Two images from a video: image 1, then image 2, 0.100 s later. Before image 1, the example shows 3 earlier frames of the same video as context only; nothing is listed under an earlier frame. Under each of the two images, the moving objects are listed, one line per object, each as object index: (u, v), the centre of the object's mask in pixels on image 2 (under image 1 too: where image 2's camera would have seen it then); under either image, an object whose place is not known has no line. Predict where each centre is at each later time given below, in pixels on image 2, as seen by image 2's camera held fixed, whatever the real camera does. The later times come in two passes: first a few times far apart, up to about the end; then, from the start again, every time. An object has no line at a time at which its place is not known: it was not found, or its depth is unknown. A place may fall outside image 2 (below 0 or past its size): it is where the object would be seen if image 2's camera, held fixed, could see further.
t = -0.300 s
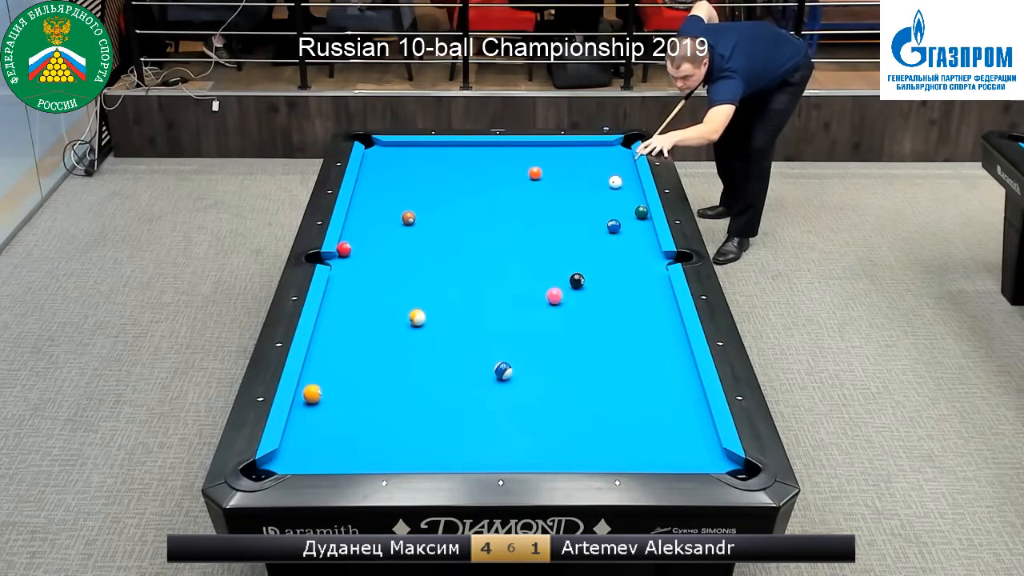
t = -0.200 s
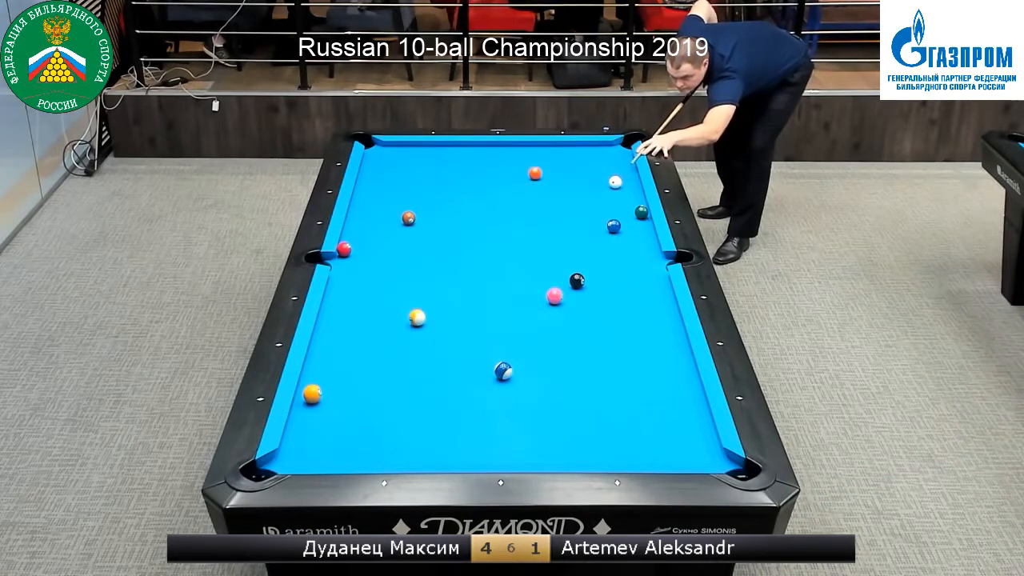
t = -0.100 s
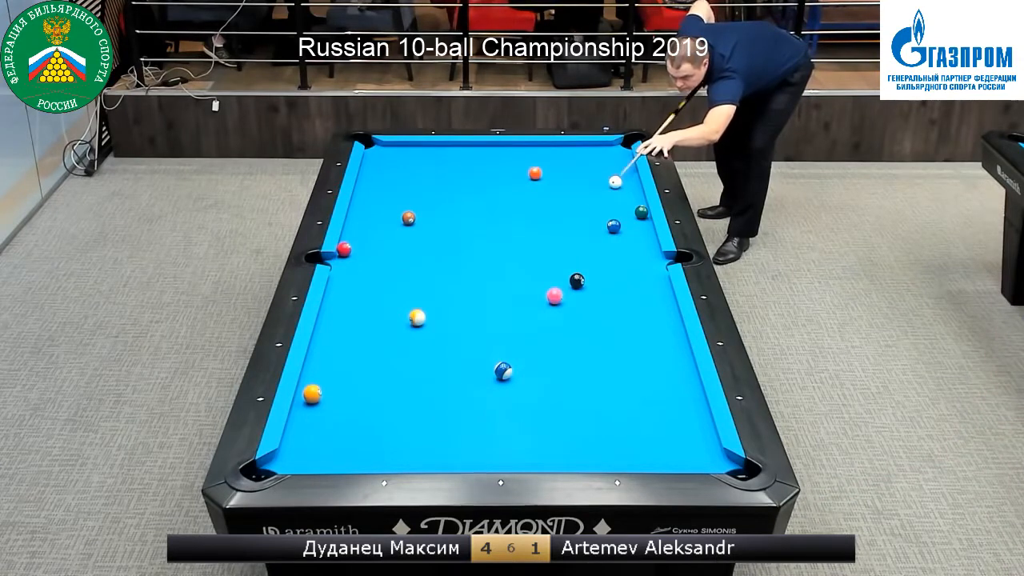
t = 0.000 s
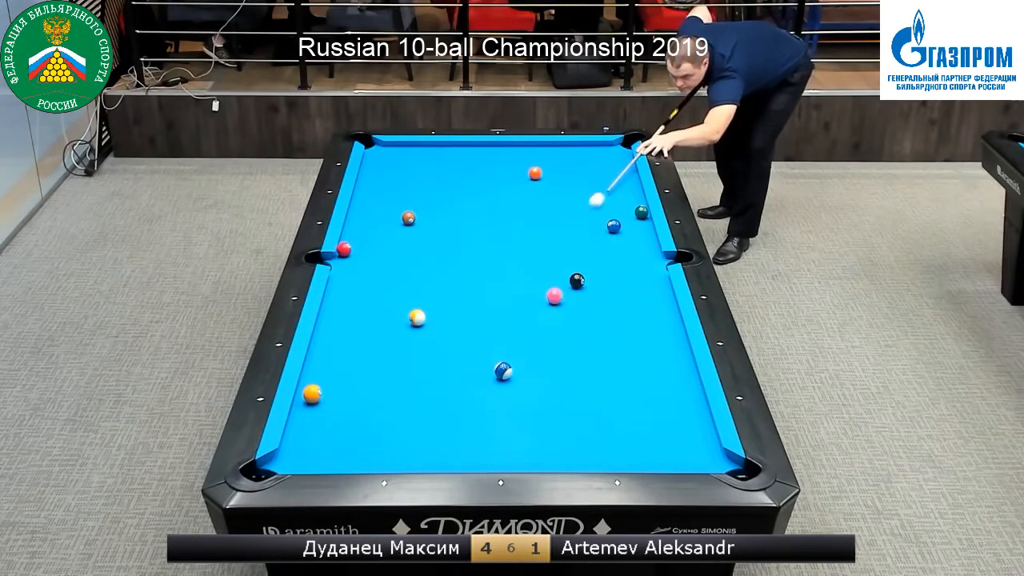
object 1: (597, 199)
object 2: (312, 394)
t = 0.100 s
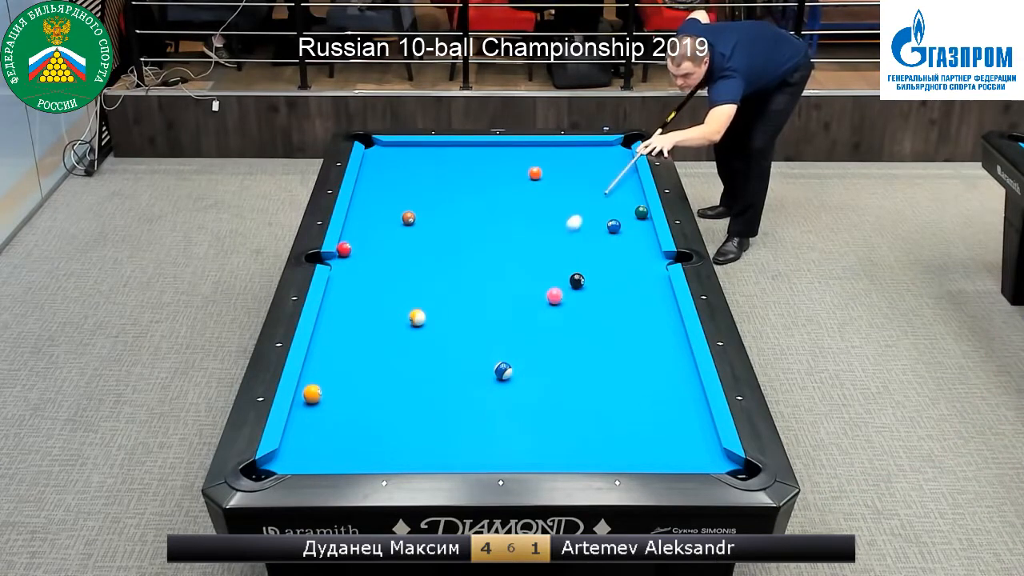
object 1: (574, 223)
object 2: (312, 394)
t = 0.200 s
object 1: (552, 245)
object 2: (312, 394)
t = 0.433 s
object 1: (499, 299)
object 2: (312, 394)
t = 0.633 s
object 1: (444, 354)
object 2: (312, 394)
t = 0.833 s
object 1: (379, 419)
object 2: (311, 394)
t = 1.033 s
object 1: (326, 436)
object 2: (312, 394)
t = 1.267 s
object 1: (306, 401)
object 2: (316, 382)
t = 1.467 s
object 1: (330, 387)
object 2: (324, 361)
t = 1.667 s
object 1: (353, 373)
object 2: (331, 343)
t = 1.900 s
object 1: (377, 359)
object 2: (338, 323)
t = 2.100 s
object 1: (396, 347)
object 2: (344, 307)
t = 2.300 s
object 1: (414, 337)
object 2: (348, 293)
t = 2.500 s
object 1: (430, 327)
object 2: (353, 280)
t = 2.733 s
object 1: (448, 317)
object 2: (358, 266)
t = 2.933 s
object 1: (462, 308)
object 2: (362, 256)
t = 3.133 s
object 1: (474, 300)
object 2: (365, 245)
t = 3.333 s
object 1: (487, 293)
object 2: (368, 236)
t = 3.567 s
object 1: (499, 286)
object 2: (372, 226)
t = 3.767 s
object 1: (509, 279)
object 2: (374, 218)
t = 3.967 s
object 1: (519, 274)
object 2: (376, 211)
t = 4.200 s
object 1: (528, 268)
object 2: (379, 203)
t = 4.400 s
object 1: (536, 263)
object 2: (381, 197)
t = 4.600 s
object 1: (543, 259)
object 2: (383, 191)
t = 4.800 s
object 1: (550, 255)
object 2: (384, 186)
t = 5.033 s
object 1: (556, 251)
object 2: (386, 180)
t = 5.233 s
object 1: (561, 248)
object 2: (388, 176)
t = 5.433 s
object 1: (566, 245)
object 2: (389, 172)
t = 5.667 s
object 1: (570, 242)
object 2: (390, 168)
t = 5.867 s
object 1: (574, 240)
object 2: (391, 165)
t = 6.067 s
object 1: (576, 239)
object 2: (392, 162)
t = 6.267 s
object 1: (578, 237)
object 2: (393, 160)
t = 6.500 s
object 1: (580, 236)
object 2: (394, 157)
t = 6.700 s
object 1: (582, 235)
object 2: (394, 155)
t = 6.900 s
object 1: (582, 234)
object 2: (394, 154)
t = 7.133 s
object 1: (583, 234)
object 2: (395, 152)
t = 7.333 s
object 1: (583, 234)
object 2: (395, 151)
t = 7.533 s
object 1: (583, 234)
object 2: (395, 151)
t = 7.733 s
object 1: (583, 234)
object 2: (395, 150)
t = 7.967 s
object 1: (583, 234)
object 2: (395, 150)
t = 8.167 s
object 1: (583, 234)
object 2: (395, 150)
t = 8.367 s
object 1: (583, 234)
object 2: (395, 150)
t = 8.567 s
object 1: (583, 234)
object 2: (395, 150)
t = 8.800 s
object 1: (583, 234)
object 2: (395, 150)
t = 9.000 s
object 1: (583, 234)
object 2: (395, 150)
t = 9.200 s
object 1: (583, 234)
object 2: (395, 150)
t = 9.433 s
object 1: (583, 233)
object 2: (395, 149)
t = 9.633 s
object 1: (583, 234)
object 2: (396, 150)
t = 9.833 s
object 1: (583, 234)
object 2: (396, 150)
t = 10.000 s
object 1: (583, 234)
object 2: (396, 150)
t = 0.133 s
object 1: (567, 230)
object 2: (311, 394)
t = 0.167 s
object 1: (559, 237)
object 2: (312, 394)
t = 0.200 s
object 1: (552, 245)
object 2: (312, 394)
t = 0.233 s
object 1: (545, 252)
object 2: (311, 394)
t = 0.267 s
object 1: (538, 259)
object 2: (312, 394)
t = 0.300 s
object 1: (530, 267)
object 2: (312, 394)
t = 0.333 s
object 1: (523, 275)
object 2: (312, 394)
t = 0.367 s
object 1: (514, 283)
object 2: (312, 394)
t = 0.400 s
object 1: (506, 291)
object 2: (311, 394)
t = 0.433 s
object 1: (499, 299)
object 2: (312, 394)
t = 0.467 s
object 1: (490, 308)
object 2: (311, 394)
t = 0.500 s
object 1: (481, 316)
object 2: (312, 394)
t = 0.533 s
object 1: (472, 325)
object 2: (311, 394)
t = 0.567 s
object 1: (463, 335)
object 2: (312, 394)
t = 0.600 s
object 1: (453, 344)
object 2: (311, 394)
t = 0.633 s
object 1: (444, 354)
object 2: (312, 394)
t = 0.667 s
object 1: (434, 364)
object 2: (312, 394)
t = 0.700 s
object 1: (424, 374)
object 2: (311, 394)
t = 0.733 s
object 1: (413, 385)
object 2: (311, 394)
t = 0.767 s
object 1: (402, 396)
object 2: (312, 394)
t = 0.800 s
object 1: (391, 407)
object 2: (311, 394)
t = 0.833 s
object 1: (379, 419)
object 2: (311, 394)
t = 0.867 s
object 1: (367, 431)
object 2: (311, 394)
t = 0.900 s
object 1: (354, 444)
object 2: (312, 394)
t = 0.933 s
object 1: (342, 454)
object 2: (311, 394)
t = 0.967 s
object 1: (334, 453)
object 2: (312, 394)
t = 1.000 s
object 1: (330, 444)
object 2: (311, 394)
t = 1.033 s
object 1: (326, 436)
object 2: (312, 394)
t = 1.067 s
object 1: (322, 427)
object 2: (311, 394)
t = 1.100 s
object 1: (318, 420)
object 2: (311, 394)
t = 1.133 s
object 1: (314, 413)
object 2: (311, 393)
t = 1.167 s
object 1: (310, 407)
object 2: (312, 392)
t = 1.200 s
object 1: (304, 404)
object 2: (313, 390)
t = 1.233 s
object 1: (301, 403)
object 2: (314, 387)
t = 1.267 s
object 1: (306, 401)
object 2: (316, 382)
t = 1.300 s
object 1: (310, 399)
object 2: (317, 378)
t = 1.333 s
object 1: (314, 396)
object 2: (319, 375)
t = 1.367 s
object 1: (318, 394)
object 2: (320, 371)
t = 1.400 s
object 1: (322, 391)
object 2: (322, 368)
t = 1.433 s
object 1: (326, 389)
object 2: (323, 365)
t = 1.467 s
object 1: (330, 387)
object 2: (324, 361)
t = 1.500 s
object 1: (334, 384)
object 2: (325, 358)
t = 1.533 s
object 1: (338, 382)
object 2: (326, 355)
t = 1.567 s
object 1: (342, 380)
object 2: (327, 352)
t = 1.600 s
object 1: (345, 377)
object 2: (328, 349)
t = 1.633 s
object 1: (349, 375)
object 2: (330, 346)
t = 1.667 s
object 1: (353, 373)
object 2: (331, 343)
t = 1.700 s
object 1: (356, 371)
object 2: (332, 340)
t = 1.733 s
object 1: (360, 369)
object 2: (333, 337)
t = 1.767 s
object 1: (364, 367)
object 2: (334, 334)
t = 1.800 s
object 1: (367, 365)
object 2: (335, 331)
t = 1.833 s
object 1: (370, 363)
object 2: (336, 329)
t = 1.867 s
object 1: (374, 361)
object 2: (337, 326)
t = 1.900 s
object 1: (377, 359)
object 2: (338, 323)
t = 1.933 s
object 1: (380, 357)
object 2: (339, 320)
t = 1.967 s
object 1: (384, 355)
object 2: (340, 318)
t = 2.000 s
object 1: (387, 353)
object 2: (341, 315)
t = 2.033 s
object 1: (390, 351)
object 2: (342, 313)
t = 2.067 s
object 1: (393, 349)
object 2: (343, 310)
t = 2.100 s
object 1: (396, 347)
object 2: (344, 307)
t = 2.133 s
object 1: (399, 345)
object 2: (344, 305)
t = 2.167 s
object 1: (402, 344)
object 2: (345, 303)
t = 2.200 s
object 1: (405, 342)
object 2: (346, 300)
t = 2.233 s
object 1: (408, 340)
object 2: (347, 298)
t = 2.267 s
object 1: (411, 339)
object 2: (348, 296)
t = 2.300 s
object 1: (414, 337)
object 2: (348, 293)
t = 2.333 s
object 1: (416, 335)
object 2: (349, 291)
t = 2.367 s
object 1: (419, 334)
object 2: (350, 289)
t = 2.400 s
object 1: (422, 332)
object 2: (351, 287)
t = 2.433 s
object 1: (425, 330)
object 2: (352, 284)
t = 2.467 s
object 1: (428, 329)
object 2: (353, 282)
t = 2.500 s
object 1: (430, 327)
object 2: (353, 280)
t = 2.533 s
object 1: (433, 326)
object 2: (354, 278)
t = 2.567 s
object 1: (435, 324)
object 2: (354, 276)
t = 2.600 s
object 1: (438, 322)
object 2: (355, 274)
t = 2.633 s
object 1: (440, 321)
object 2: (356, 272)
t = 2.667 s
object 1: (443, 320)
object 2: (356, 270)
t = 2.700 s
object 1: (445, 318)
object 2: (357, 268)
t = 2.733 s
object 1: (448, 317)
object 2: (358, 266)
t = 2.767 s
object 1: (450, 315)
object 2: (359, 264)
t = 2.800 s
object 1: (452, 314)
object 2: (359, 263)
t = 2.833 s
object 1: (455, 312)
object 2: (360, 261)
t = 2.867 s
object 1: (457, 311)
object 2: (361, 259)
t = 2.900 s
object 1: (459, 309)
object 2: (361, 257)
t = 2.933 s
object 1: (462, 308)
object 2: (362, 256)
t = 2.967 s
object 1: (464, 307)
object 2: (362, 254)
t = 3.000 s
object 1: (466, 305)
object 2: (363, 252)
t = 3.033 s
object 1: (469, 304)
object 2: (364, 250)
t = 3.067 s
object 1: (471, 303)
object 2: (364, 249)
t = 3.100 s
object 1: (472, 302)
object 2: (365, 247)
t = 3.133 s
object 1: (474, 300)
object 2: (365, 245)
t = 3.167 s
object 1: (477, 299)
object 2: (366, 244)
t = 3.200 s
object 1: (479, 298)
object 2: (366, 242)
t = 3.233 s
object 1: (481, 297)
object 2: (367, 241)
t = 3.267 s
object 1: (483, 295)
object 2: (367, 239)
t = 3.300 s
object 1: (485, 294)
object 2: (368, 237)
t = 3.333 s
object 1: (487, 293)
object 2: (368, 236)
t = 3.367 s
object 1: (489, 292)
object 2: (369, 234)
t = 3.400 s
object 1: (490, 291)
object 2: (369, 233)
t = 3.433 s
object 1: (492, 290)
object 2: (370, 231)
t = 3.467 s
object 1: (494, 289)
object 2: (370, 230)
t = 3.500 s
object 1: (496, 288)
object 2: (371, 229)
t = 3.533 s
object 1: (498, 287)
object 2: (371, 227)
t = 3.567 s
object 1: (499, 286)
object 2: (372, 226)
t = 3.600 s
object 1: (501, 285)
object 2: (372, 225)
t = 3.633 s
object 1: (503, 283)
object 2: (372, 223)
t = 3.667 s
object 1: (505, 283)
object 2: (373, 222)
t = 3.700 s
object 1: (506, 281)
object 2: (373, 221)
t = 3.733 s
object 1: (508, 280)
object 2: (374, 219)
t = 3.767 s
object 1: (509, 279)
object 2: (374, 218)
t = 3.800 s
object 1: (511, 279)
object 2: (375, 217)
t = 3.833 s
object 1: (513, 278)
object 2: (375, 215)
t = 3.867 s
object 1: (514, 277)
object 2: (375, 214)
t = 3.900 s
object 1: (516, 276)
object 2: (376, 213)
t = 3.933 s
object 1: (517, 275)
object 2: (376, 212)
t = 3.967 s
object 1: (519, 274)
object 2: (376, 211)
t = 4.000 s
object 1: (520, 273)
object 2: (377, 210)
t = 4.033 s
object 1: (522, 272)
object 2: (378, 208)
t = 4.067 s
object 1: (523, 271)
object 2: (378, 207)
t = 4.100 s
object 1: (524, 270)
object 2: (378, 206)
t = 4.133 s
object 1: (526, 269)
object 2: (379, 205)
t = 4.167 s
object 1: (527, 269)
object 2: (379, 204)
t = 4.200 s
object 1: (528, 268)
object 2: (379, 203)
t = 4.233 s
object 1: (530, 267)
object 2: (379, 202)
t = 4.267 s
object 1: (531, 266)
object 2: (380, 201)
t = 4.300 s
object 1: (532, 265)
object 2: (380, 200)
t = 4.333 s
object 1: (534, 265)
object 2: (380, 199)
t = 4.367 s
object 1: (535, 264)
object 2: (381, 198)
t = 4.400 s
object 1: (536, 263)
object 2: (381, 197)
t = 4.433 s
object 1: (537, 262)
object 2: (381, 196)
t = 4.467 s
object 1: (538, 262)
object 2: (381, 195)
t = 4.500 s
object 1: (540, 261)
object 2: (382, 194)
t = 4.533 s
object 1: (541, 260)
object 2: (382, 193)
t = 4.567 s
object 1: (542, 260)
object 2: (382, 192)
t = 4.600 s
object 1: (543, 259)
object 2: (383, 191)
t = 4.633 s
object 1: (544, 258)
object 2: (383, 190)
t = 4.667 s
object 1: (545, 258)
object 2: (383, 189)
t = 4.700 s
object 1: (547, 257)
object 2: (384, 189)
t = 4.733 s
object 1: (547, 256)
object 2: (384, 188)
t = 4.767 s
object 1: (549, 256)
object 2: (384, 187)
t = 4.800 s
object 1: (550, 255)
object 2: (384, 186)
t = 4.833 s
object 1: (551, 254)
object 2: (385, 185)
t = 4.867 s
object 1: (552, 254)
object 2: (385, 184)
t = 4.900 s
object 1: (553, 253)
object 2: (385, 184)
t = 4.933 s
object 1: (554, 253)
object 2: (385, 183)
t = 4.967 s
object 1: (555, 252)
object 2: (386, 182)
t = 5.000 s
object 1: (555, 252)
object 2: (386, 181)
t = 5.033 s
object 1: (556, 251)
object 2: (386, 180)
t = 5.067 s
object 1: (557, 251)
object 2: (386, 180)
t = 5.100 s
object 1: (558, 250)
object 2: (387, 179)
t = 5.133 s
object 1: (559, 249)
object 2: (387, 178)
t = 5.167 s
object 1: (560, 249)
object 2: (387, 177)
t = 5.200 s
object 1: (561, 248)
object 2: (387, 177)
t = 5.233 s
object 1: (561, 248)
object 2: (388, 176)
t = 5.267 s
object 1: (562, 247)
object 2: (388, 175)
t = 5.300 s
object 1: (563, 247)
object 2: (388, 175)
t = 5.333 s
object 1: (563, 246)
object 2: (388, 174)
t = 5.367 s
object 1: (564, 246)
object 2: (388, 174)
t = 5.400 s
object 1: (565, 245)
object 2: (388, 173)
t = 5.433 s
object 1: (566, 245)
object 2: (389, 172)
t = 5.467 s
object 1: (566, 245)
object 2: (389, 172)
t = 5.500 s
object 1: (567, 244)
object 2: (389, 171)
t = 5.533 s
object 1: (568, 244)
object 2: (389, 170)
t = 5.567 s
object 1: (568, 243)
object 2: (389, 170)
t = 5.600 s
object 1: (569, 243)
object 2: (390, 169)
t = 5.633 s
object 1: (570, 243)
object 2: (390, 169)
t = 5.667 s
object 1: (570, 242)
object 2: (390, 168)
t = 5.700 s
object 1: (571, 242)
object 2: (390, 167)
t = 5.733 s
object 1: (571, 242)
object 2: (390, 167)
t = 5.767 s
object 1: (572, 241)
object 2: (390, 166)
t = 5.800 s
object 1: (572, 241)
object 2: (391, 166)
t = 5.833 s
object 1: (573, 241)
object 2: (391, 165)
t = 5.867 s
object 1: (574, 240)
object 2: (391, 165)
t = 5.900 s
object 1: (574, 240)
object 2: (391, 164)
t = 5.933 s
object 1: (574, 240)
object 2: (392, 164)
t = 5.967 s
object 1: (575, 239)
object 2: (392, 163)
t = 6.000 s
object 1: (575, 239)
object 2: (392, 163)
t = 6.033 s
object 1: (576, 239)
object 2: (392, 162)
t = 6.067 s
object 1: (576, 239)
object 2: (392, 162)
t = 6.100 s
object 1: (576, 238)
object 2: (392, 162)
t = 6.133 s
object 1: (577, 238)
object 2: (392, 161)
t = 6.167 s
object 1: (577, 238)
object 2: (392, 161)
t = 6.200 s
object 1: (578, 238)
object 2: (393, 160)
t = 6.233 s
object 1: (578, 237)
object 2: (393, 160)
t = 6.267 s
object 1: (578, 237)
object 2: (393, 160)
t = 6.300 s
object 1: (579, 237)
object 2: (393, 159)
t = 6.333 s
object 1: (579, 237)
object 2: (393, 159)
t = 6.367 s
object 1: (579, 236)
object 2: (393, 158)
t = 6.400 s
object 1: (580, 236)
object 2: (393, 158)
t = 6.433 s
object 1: (580, 236)
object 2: (393, 158)
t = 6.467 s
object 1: (580, 236)
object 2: (393, 157)
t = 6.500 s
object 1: (580, 236)
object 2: (394, 157)
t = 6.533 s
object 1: (581, 236)
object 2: (394, 157)
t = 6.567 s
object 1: (581, 235)
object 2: (394, 157)
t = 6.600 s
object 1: (581, 235)
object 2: (394, 156)
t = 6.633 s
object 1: (581, 235)
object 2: (394, 156)
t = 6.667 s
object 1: (581, 235)
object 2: (394, 155)
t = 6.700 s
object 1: (582, 235)
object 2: (394, 155)
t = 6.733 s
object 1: (582, 235)
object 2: (394, 155)
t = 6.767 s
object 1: (582, 235)
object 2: (394, 155)
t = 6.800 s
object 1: (582, 235)
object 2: (394, 154)
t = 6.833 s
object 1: (582, 234)
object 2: (394, 154)
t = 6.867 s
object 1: (582, 234)
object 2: (394, 154)
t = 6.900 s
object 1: (582, 234)
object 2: (394, 154)
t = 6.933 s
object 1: (582, 234)
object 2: (394, 154)
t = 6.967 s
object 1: (582, 234)
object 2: (395, 153)
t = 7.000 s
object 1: (583, 234)
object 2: (395, 153)
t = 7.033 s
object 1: (583, 234)
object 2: (395, 153)
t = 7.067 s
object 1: (583, 234)
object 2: (395, 153)
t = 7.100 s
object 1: (583, 234)
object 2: (395, 152)
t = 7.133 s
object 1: (583, 234)
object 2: (395, 152)
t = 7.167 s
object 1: (583, 234)
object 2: (395, 152)
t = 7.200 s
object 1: (583, 234)
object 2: (395, 152)
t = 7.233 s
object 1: (583, 234)
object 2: (395, 152)
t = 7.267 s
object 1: (583, 234)
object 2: (395, 152)
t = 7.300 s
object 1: (583, 234)
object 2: (395, 151)
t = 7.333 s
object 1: (583, 234)
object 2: (395, 151)
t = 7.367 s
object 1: (583, 234)
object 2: (395, 151)
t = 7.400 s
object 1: (583, 234)
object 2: (395, 151)
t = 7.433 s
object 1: (583, 234)
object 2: (395, 151)
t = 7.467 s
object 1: (583, 234)
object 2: (395, 151)
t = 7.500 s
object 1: (583, 234)
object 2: (395, 151)
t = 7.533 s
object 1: (583, 234)
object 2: (395, 151)
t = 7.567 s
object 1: (583, 234)
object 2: (395, 151)
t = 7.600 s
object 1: (583, 234)
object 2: (395, 151)
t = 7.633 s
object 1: (583, 234)
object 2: (395, 150)
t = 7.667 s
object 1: (583, 234)
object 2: (395, 150)
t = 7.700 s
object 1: (583, 234)
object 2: (395, 150)
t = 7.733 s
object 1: (583, 234)
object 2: (395, 150)
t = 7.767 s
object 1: (583, 234)
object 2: (395, 150)
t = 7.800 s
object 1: (583, 234)
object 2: (395, 150)
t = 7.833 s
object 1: (583, 234)
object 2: (395, 150)
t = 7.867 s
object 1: (583, 234)
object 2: (395, 150)
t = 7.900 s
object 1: (583, 234)
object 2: (395, 150)
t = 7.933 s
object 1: (583, 234)
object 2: (395, 150)
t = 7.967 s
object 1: (583, 234)
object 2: (395, 150)
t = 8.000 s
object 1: (583, 234)
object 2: (395, 150)
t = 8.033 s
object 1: (583, 234)
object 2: (395, 150)
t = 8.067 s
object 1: (583, 234)
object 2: (395, 150)
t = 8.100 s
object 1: (583, 234)
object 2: (395, 150)
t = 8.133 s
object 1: (583, 234)
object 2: (395, 150)
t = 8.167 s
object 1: (583, 234)
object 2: (395, 150)
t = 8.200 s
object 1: (583, 234)
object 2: (395, 150)
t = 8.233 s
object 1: (583, 234)
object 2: (395, 150)
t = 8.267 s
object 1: (583, 234)
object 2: (395, 150)
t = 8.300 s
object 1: (583, 234)
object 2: (395, 150)
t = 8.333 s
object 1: (583, 234)
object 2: (395, 150)
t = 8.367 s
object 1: (583, 234)
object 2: (395, 150)
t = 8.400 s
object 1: (583, 234)
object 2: (395, 150)
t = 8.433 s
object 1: (583, 234)
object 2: (395, 150)
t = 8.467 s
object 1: (583, 234)
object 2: (395, 150)
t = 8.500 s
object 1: (583, 234)
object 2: (395, 150)
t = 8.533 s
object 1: (583, 234)
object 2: (395, 150)
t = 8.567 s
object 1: (583, 234)
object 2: (395, 150)
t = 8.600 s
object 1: (583, 234)
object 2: (395, 150)
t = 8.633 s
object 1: (583, 234)
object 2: (395, 150)
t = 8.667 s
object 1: (583, 234)
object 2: (395, 150)
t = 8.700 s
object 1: (583, 234)
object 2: (395, 150)
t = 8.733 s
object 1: (583, 234)
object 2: (395, 150)
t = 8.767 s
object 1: (583, 234)
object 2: (395, 150)
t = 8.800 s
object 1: (583, 234)
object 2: (395, 150)
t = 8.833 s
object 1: (583, 234)
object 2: (395, 150)
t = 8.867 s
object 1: (583, 234)
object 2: (395, 150)
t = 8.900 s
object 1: (583, 234)
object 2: (395, 150)
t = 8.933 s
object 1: (583, 234)
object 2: (395, 150)
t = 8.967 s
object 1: (583, 234)
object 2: (395, 150)
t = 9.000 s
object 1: (583, 234)
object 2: (395, 150)
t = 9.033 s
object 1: (583, 234)
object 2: (395, 150)
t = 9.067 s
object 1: (583, 234)
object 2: (395, 150)
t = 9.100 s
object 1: (583, 234)
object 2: (395, 150)
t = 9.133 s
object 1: (583, 234)
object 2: (395, 150)
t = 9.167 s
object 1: (583, 234)
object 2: (395, 150)
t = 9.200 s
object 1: (583, 234)
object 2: (395, 150)
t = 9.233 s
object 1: (583, 234)
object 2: (395, 150)
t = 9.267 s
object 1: (583, 234)
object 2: (395, 150)
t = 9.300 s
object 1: (583, 234)
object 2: (395, 150)
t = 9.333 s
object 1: (583, 234)
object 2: (395, 150)
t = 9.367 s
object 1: (583, 234)
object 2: (395, 150)
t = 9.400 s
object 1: (583, 234)
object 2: (395, 150)
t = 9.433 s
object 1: (583, 233)
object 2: (395, 149)
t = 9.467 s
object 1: (583, 233)
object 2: (396, 149)
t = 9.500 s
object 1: (583, 233)
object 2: (396, 149)
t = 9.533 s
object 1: (583, 234)
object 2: (396, 150)
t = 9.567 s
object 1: (583, 234)
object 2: (396, 150)
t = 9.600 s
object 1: (583, 234)
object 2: (396, 150)
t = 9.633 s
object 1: (583, 234)
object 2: (396, 150)
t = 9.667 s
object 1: (583, 234)
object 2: (396, 150)
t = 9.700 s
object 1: (583, 234)
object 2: (396, 150)
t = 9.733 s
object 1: (583, 234)
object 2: (396, 150)
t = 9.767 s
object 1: (583, 234)
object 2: (396, 150)
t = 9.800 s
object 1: (583, 234)
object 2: (396, 150)
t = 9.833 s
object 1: (583, 234)
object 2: (396, 150)
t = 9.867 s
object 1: (583, 234)
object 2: (396, 150)
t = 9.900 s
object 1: (583, 234)
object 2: (396, 150)
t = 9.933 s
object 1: (583, 234)
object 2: (396, 150)
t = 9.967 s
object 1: (583, 234)
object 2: (396, 150)
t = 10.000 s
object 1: (583, 234)
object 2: (396, 150)
